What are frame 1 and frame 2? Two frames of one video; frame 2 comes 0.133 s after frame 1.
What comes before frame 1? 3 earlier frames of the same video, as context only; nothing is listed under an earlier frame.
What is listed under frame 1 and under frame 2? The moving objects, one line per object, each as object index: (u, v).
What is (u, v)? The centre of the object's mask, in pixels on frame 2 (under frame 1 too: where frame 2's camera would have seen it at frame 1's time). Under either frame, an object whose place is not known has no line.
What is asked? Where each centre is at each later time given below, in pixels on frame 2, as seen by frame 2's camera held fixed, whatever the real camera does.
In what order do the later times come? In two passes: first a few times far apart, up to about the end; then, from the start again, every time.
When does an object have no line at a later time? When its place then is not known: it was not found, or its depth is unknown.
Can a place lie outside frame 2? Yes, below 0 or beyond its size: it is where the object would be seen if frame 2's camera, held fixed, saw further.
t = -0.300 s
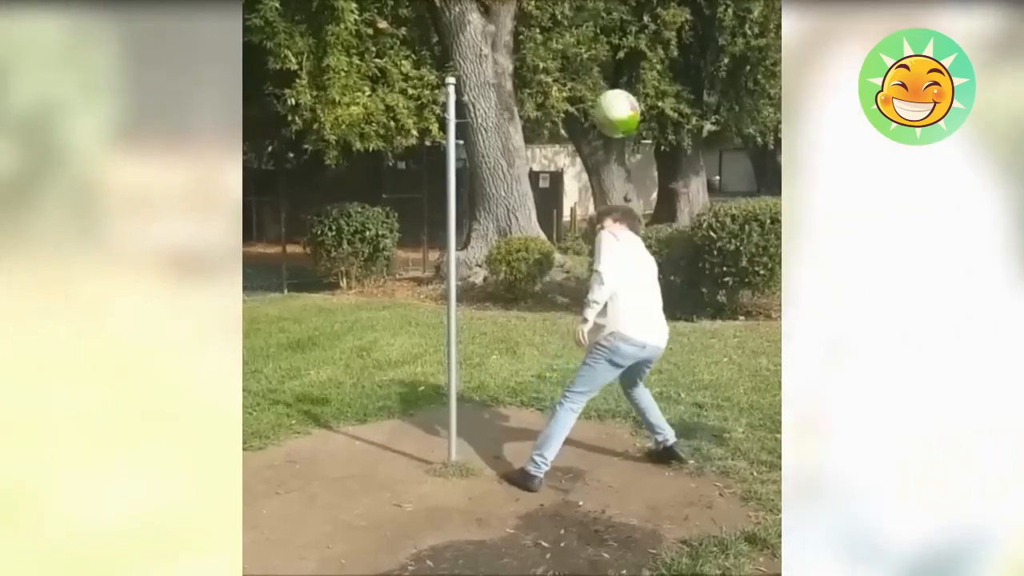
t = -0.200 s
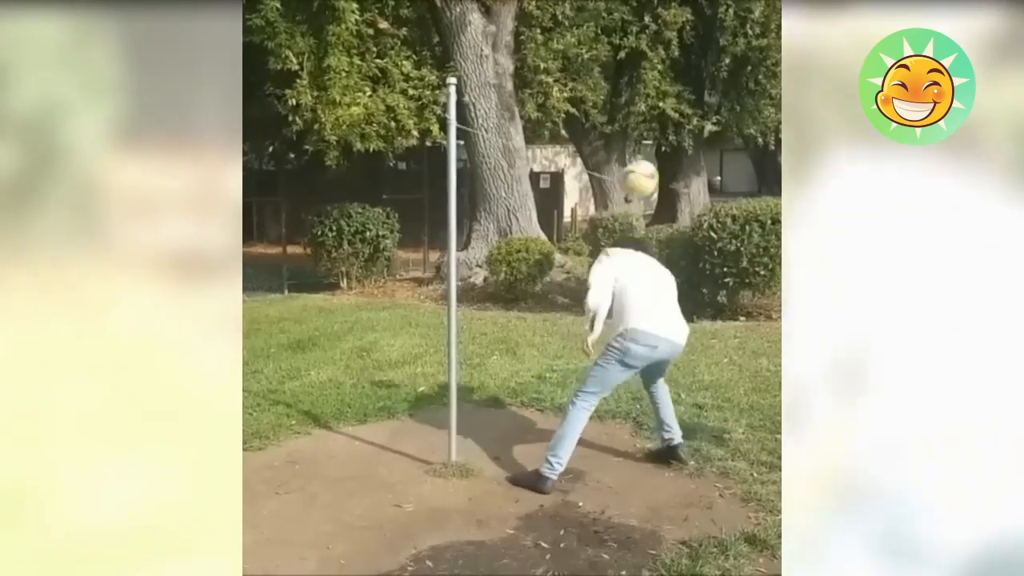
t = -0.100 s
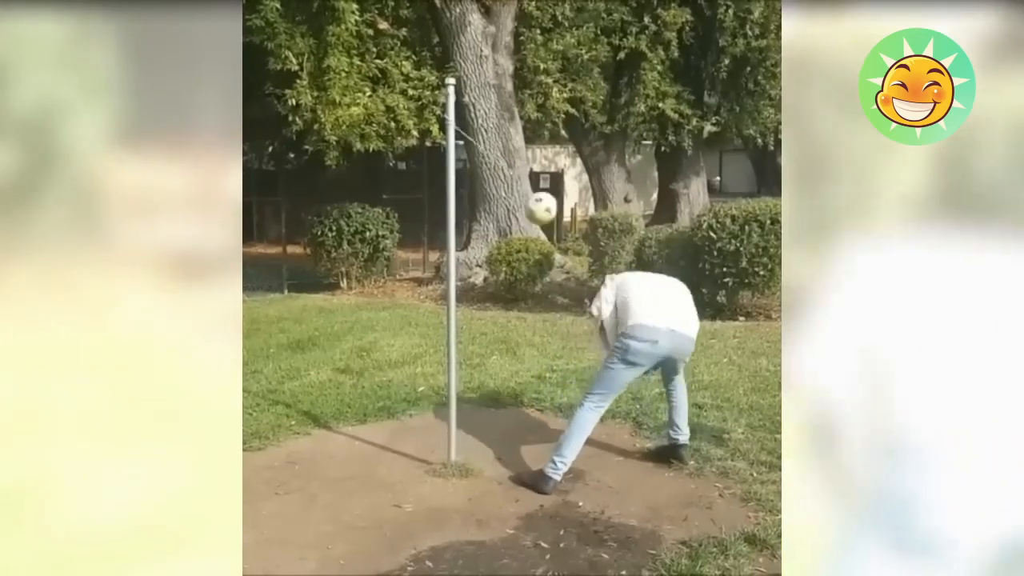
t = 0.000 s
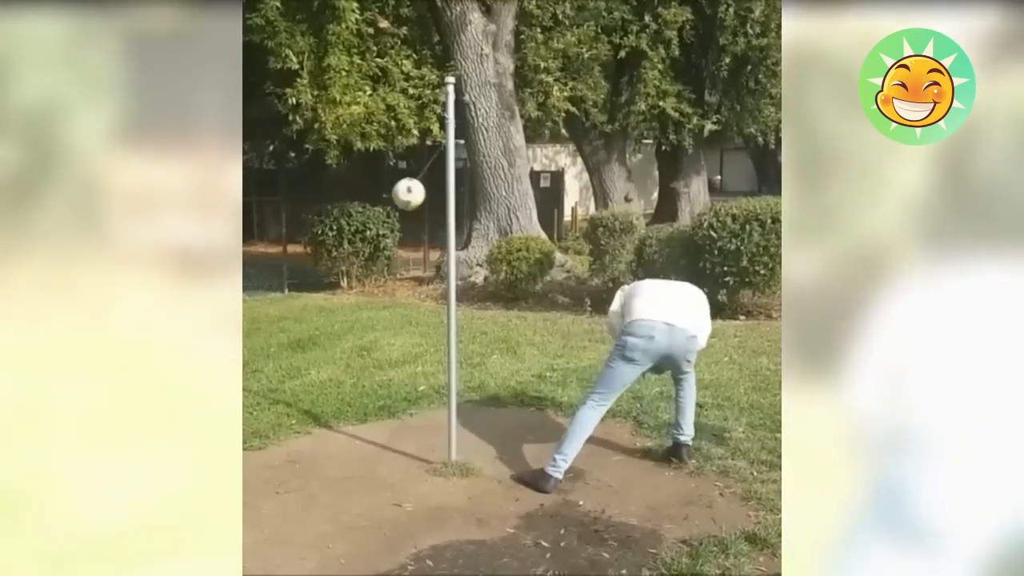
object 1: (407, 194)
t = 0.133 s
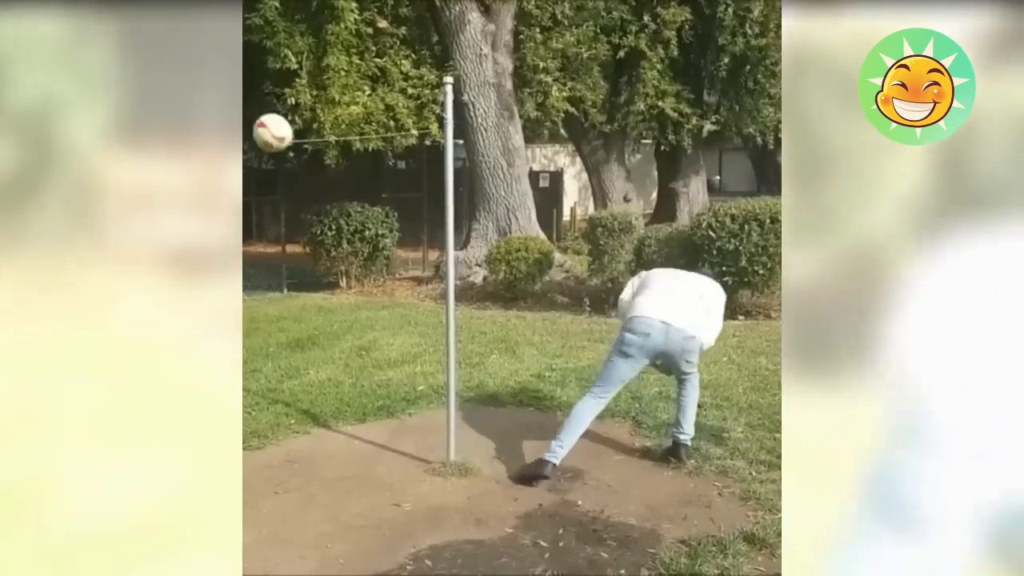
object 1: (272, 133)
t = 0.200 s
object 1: (259, 97)
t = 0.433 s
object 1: (566, 116)
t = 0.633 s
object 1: (542, 200)
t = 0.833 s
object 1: (323, 152)
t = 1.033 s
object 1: (376, 91)
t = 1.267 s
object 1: (574, 184)
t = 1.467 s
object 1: (391, 168)
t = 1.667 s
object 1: (362, 108)
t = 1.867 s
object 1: (549, 170)
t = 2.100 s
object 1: (385, 152)
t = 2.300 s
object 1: (447, 133)
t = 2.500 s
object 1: (470, 172)
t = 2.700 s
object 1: (431, 137)
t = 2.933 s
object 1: (424, 144)
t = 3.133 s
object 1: (432, 167)
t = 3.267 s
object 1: (476, 170)
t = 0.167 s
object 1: (260, 114)
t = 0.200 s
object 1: (259, 97)
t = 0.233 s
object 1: (273, 83)
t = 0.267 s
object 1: (304, 72)
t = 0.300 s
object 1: (347, 67)
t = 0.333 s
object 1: (403, 68)
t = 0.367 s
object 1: (462, 79)
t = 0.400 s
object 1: (520, 95)
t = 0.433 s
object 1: (566, 116)
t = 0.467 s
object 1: (597, 138)
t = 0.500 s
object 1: (613, 157)
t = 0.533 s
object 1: (613, 174)
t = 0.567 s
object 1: (600, 187)
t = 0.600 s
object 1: (574, 196)
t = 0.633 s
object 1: (542, 200)
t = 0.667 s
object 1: (505, 200)
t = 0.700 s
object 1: (466, 196)
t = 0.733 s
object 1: (425, 189)
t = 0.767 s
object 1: (387, 179)
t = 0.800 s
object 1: (353, 166)
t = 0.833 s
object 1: (323, 152)
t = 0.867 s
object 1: (303, 136)
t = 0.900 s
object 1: (294, 122)
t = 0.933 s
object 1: (294, 108)
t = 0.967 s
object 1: (308, 97)
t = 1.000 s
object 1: (337, 92)
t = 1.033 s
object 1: (376, 91)
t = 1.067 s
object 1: (423, 96)
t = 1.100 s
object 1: (473, 107)
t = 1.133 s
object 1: (518, 122)
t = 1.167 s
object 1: (553, 140)
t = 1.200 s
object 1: (574, 158)
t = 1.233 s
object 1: (581, 173)
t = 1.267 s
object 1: (574, 184)
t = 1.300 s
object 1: (557, 190)
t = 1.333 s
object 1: (529, 193)
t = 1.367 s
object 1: (496, 192)
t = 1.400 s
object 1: (464, 187)
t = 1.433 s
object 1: (424, 179)
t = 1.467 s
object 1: (391, 168)
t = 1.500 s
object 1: (362, 156)
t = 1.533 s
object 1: (341, 142)
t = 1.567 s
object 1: (328, 131)
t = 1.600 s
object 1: (327, 120)
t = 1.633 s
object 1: (338, 111)
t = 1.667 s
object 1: (362, 108)
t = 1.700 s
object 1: (395, 109)
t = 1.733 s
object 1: (436, 118)
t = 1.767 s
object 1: (477, 130)
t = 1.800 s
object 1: (515, 144)
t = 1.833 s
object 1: (539, 159)
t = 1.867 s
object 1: (549, 170)
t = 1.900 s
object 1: (546, 179)
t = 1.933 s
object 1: (530, 184)
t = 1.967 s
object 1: (506, 183)
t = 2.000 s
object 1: (473, 180)
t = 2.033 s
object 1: (435, 172)
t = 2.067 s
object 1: (410, 163)
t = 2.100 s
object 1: (385, 152)
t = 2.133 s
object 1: (367, 141)
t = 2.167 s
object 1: (360, 132)
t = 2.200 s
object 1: (367, 124)
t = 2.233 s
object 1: (384, 121)
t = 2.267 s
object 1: (412, 125)
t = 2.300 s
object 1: (447, 133)
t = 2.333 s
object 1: (480, 145)
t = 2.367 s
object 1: (508, 156)
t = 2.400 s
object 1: (518, 167)
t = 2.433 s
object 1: (515, 174)
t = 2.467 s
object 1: (495, 174)
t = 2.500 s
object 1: (470, 172)
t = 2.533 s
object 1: (434, 164)
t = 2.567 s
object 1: (413, 155)
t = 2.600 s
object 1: (397, 145)
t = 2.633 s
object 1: (394, 136)
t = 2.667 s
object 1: (405, 134)
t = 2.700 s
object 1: (431, 137)
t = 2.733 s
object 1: (461, 146)
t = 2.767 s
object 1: (484, 156)
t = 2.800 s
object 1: (488, 163)
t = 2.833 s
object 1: (474, 164)
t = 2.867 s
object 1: (453, 161)
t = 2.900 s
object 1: (426, 150)
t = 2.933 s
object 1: (424, 144)
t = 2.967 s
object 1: (429, 148)
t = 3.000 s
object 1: (430, 157)
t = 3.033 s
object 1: (427, 161)
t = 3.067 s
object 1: (424, 164)
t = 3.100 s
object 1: (426, 166)
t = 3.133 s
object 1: (432, 167)
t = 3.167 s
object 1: (445, 168)
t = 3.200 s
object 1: (460, 170)
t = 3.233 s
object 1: (468, 170)
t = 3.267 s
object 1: (476, 170)
